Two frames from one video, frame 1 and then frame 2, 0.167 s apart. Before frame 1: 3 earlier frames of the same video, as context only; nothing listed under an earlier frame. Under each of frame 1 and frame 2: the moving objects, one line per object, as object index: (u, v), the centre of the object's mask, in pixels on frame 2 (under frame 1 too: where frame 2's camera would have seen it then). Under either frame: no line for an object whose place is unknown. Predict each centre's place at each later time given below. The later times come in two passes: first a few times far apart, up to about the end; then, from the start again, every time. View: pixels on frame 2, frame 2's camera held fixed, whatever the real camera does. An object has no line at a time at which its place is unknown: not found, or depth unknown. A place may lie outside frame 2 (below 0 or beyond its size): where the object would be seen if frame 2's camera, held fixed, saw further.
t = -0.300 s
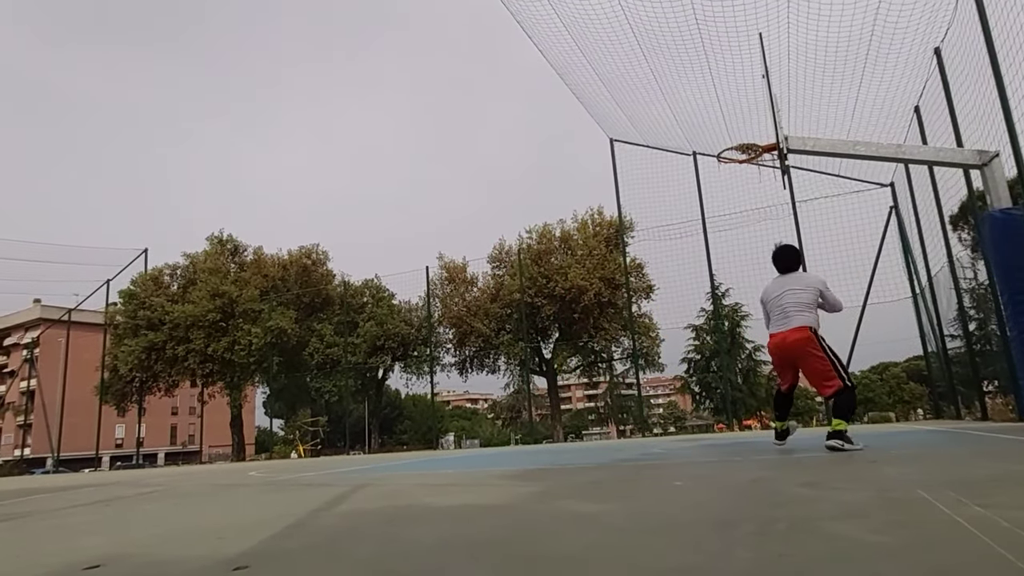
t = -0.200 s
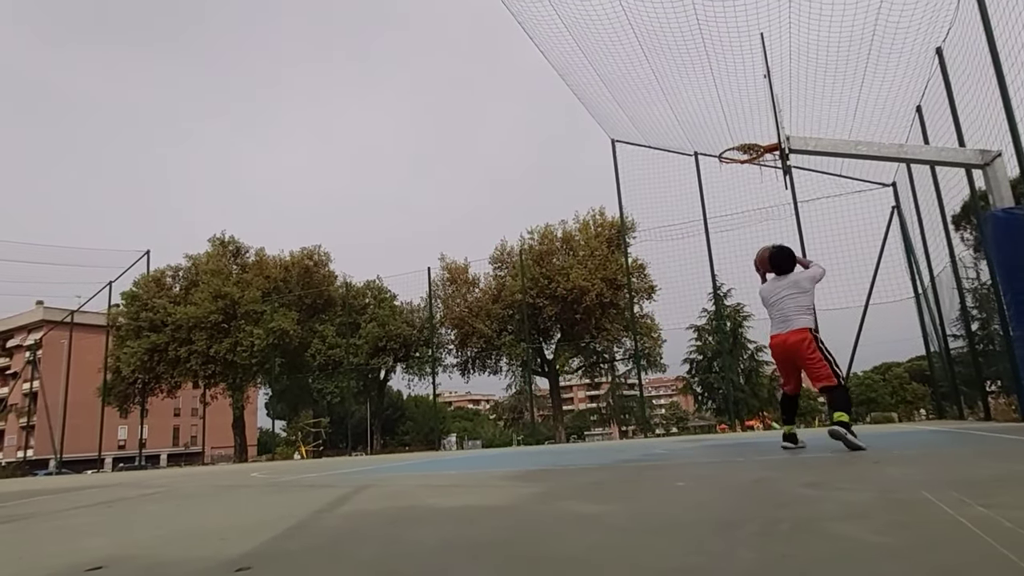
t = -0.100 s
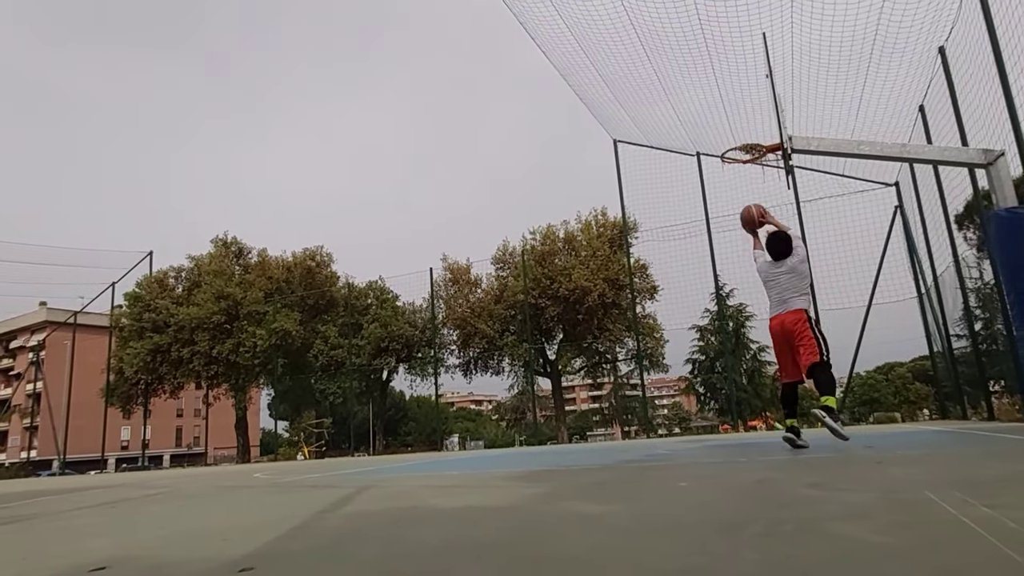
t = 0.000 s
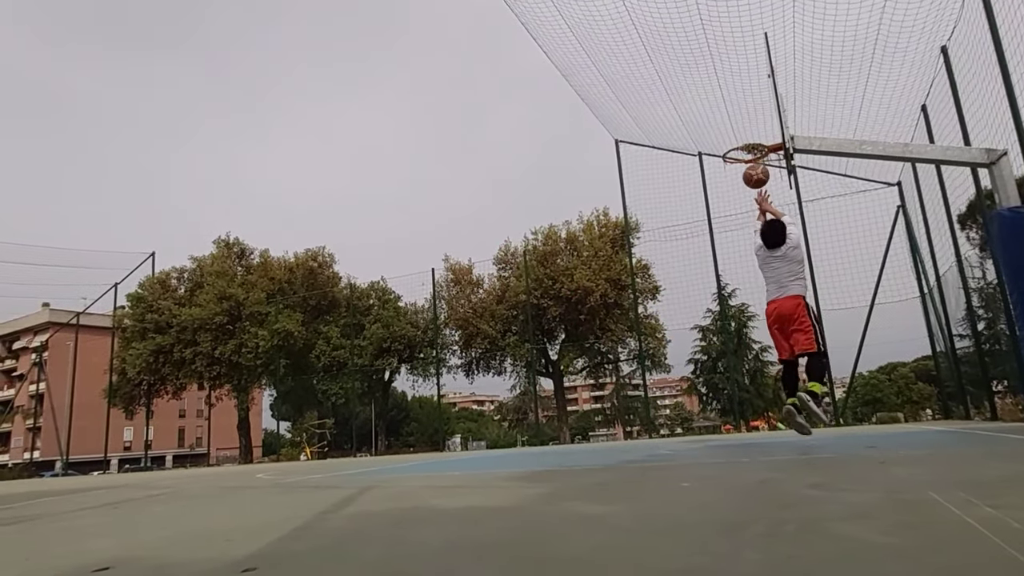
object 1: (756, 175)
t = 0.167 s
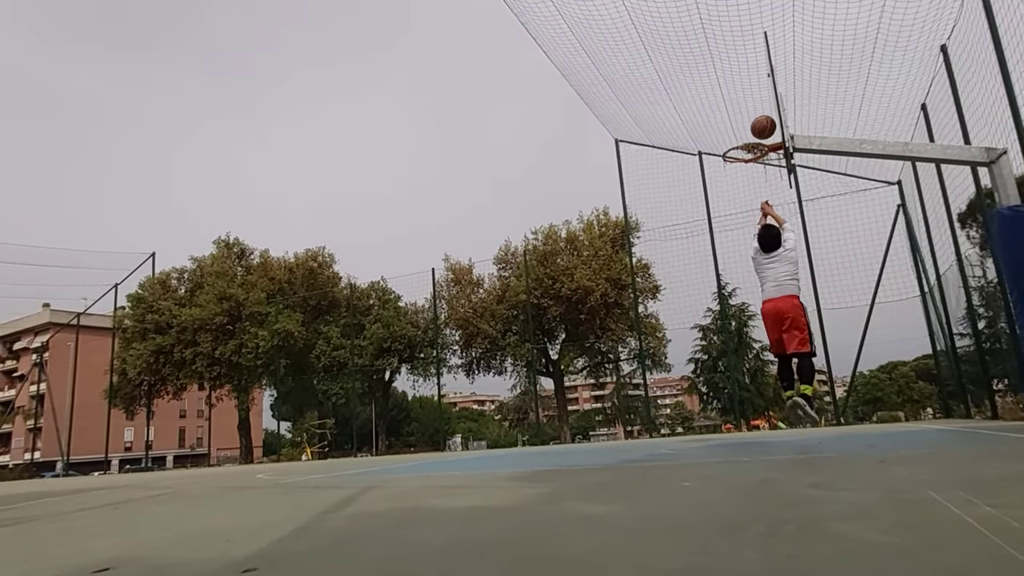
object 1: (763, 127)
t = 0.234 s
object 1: (763, 119)
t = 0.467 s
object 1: (750, 132)
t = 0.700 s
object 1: (745, 190)
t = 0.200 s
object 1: (765, 121)
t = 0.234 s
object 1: (763, 119)
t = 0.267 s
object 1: (761, 118)
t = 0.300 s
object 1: (759, 118)
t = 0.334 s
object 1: (757, 119)
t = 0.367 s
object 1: (754, 121)
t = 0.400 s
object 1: (753, 124)
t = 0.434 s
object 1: (751, 128)
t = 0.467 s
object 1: (750, 132)
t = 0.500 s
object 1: (748, 136)
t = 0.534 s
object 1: (746, 144)
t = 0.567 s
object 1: (744, 154)
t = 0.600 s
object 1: (745, 162)
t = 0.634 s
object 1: (746, 170)
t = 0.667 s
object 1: (745, 179)
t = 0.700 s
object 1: (745, 190)
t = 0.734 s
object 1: (745, 201)
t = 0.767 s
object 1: (745, 214)
